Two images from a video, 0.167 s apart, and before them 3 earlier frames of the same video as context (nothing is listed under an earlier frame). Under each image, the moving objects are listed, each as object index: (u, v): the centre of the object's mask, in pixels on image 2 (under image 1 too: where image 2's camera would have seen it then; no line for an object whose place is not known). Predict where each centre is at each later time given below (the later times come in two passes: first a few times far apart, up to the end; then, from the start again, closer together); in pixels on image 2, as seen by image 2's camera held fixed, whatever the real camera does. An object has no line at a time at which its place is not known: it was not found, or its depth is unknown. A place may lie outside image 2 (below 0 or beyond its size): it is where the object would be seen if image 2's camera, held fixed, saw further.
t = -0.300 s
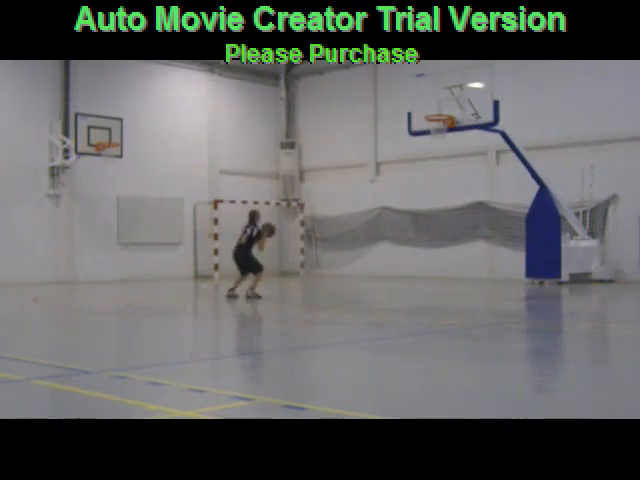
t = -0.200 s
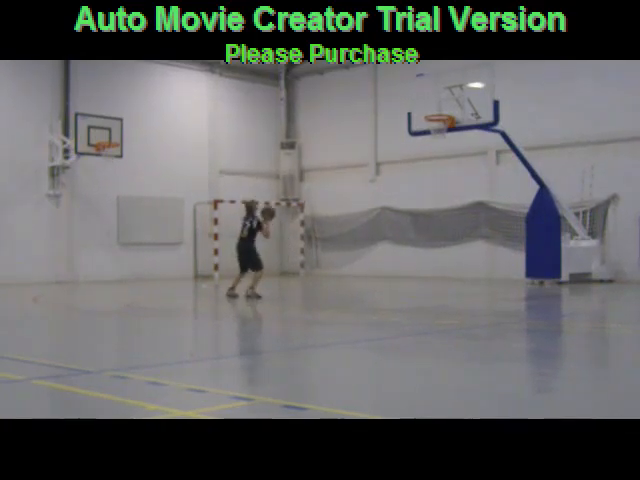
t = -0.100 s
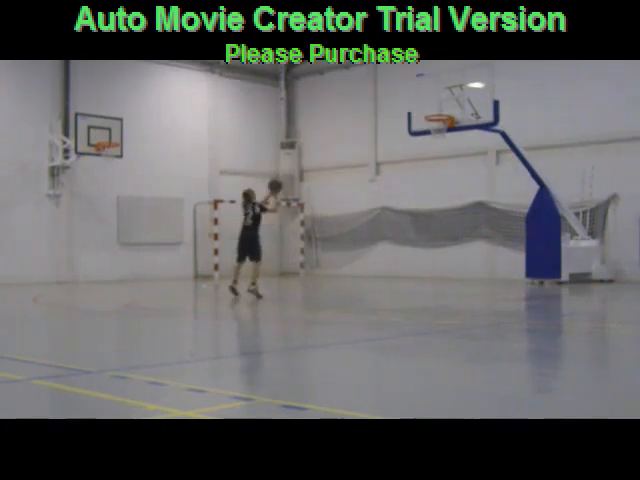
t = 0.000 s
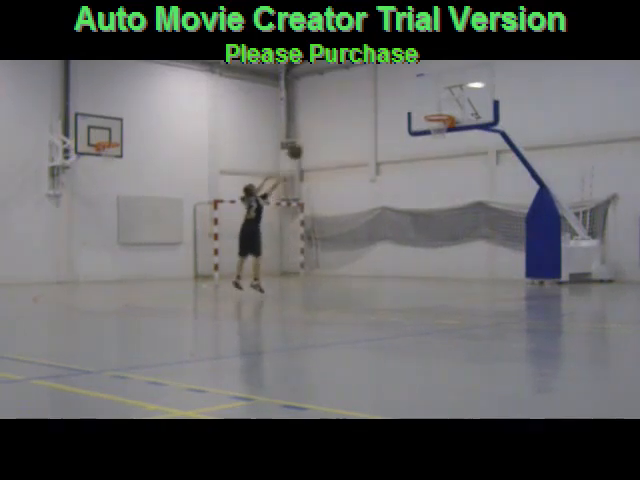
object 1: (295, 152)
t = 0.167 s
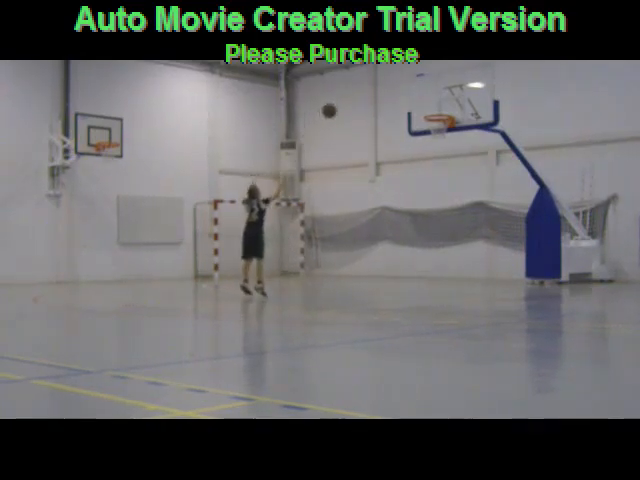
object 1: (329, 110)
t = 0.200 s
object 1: (336, 104)
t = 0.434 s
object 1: (380, 84)
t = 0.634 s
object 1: (416, 91)
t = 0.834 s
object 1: (441, 113)
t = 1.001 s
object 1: (442, 122)
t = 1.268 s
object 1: (443, 136)
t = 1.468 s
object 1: (438, 175)
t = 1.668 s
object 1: (434, 230)
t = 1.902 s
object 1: (430, 264)
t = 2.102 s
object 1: (426, 228)
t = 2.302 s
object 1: (422, 214)
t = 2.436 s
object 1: (421, 215)
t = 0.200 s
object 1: (336, 104)
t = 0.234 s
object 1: (343, 99)
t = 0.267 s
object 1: (349, 95)
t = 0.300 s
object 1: (355, 91)
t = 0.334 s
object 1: (362, 88)
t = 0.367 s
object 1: (368, 86)
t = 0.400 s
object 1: (374, 84)
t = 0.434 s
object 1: (380, 84)
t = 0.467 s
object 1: (386, 83)
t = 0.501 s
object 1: (392, 83)
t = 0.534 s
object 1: (398, 84)
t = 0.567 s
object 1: (404, 86)
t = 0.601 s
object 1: (410, 88)
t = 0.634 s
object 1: (416, 91)
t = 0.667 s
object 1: (422, 94)
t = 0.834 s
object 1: (441, 113)
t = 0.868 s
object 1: (435, 116)
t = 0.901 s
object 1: (431, 118)
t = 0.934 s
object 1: (434, 119)
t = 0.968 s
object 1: (440, 121)
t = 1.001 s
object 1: (442, 122)
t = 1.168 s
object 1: (445, 128)
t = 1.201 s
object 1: (444, 131)
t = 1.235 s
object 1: (444, 132)
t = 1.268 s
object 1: (443, 136)
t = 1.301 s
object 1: (442, 143)
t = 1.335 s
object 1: (441, 149)
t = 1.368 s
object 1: (440, 154)
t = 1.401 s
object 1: (439, 160)
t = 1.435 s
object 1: (439, 167)
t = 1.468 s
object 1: (438, 175)
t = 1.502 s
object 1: (437, 183)
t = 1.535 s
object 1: (437, 191)
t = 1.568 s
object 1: (436, 200)
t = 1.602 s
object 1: (435, 209)
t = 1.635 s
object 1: (435, 219)
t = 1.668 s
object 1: (434, 230)
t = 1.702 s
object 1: (434, 242)
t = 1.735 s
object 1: (434, 253)
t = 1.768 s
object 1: (433, 265)
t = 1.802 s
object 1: (432, 278)
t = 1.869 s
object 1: (431, 272)
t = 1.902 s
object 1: (430, 264)
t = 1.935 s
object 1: (430, 257)
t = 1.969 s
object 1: (429, 250)
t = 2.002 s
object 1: (428, 243)
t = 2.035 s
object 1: (428, 238)
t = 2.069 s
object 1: (427, 232)
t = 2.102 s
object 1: (426, 228)
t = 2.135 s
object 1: (426, 224)
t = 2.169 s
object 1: (425, 221)
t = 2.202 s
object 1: (425, 218)
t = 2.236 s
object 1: (423, 216)
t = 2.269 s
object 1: (423, 214)
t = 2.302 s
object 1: (422, 214)
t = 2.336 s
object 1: (422, 213)
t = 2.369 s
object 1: (421, 213)
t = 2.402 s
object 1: (421, 214)
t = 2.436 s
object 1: (421, 215)
